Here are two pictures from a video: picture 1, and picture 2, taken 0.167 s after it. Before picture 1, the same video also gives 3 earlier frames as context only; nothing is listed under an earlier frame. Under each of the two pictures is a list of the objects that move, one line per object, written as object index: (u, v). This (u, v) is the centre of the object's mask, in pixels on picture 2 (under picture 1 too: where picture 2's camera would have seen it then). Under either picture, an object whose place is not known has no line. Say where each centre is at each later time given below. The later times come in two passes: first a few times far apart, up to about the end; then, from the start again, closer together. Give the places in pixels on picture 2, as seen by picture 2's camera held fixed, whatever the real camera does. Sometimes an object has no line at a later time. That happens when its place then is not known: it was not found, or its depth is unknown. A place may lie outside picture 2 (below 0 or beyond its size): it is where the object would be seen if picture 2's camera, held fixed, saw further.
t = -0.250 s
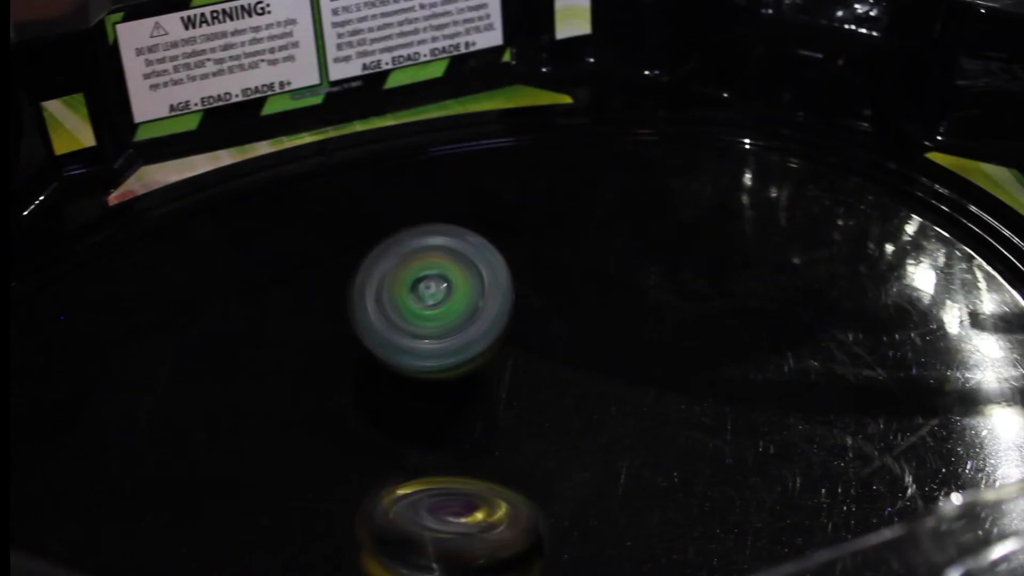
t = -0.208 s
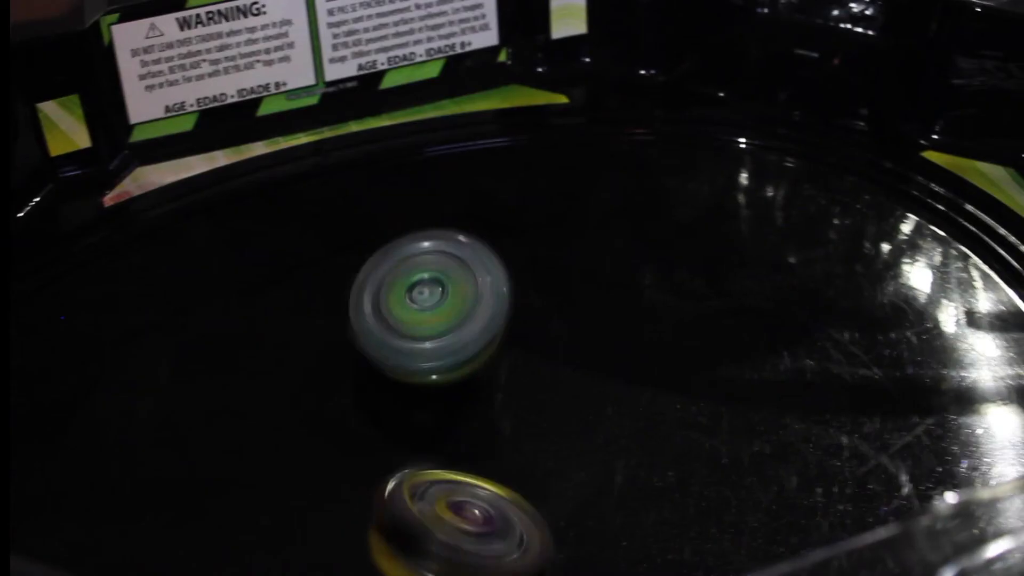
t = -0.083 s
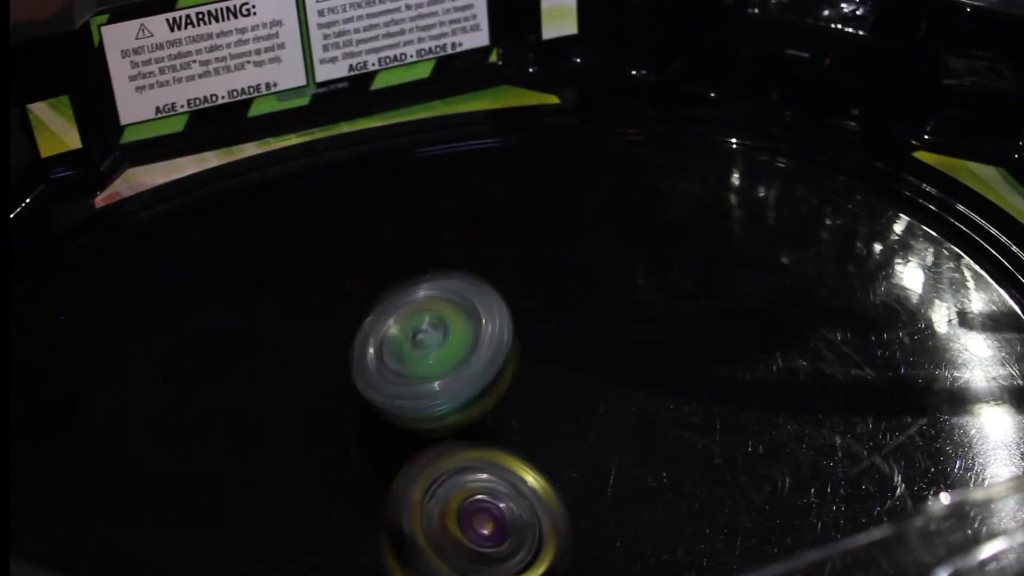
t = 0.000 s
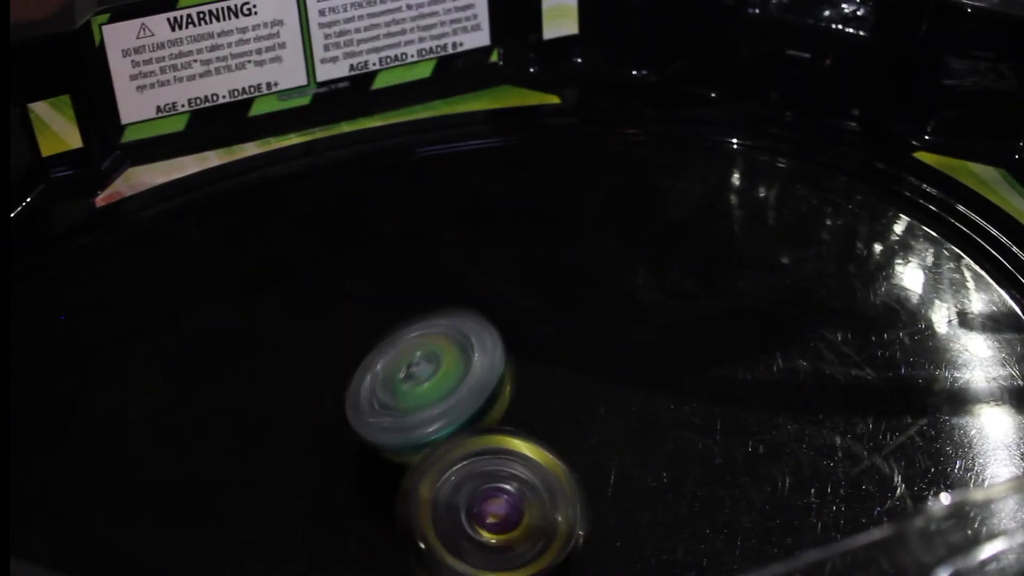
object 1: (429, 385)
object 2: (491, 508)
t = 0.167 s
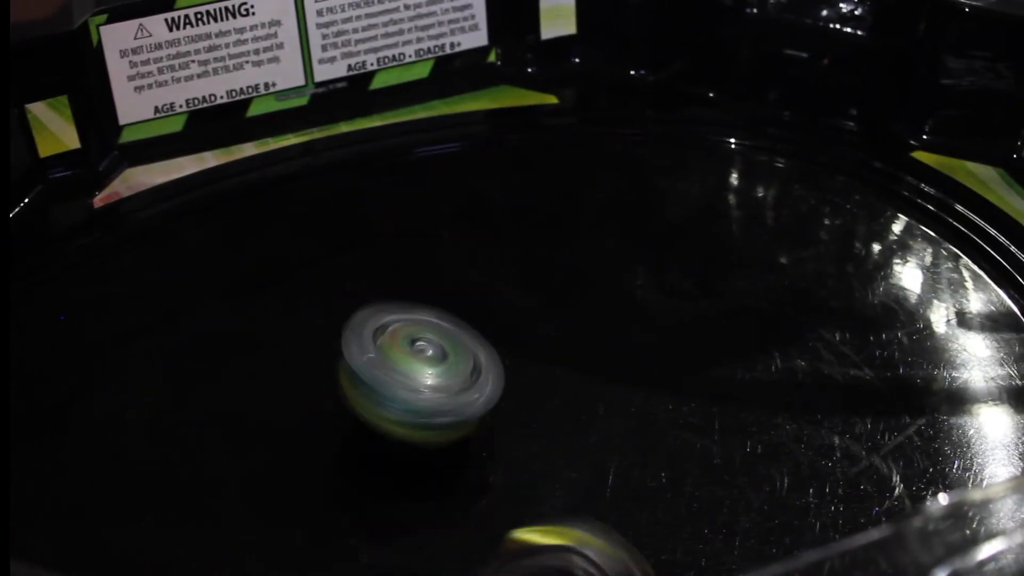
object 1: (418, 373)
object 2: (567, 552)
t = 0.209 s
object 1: (409, 374)
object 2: (574, 554)
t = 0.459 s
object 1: (392, 396)
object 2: (565, 545)
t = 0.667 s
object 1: (372, 437)
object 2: (555, 491)
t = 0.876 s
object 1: (365, 449)
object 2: (536, 391)
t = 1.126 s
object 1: (395, 458)
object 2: (540, 355)
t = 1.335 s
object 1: (401, 485)
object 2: (538, 389)
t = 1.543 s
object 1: (357, 494)
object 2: (516, 401)
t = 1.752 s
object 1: (370, 490)
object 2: (509, 408)
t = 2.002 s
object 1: (392, 486)
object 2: (536, 419)
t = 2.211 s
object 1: (401, 486)
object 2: (552, 427)
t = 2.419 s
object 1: (404, 485)
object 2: (574, 439)
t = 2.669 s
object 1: (403, 486)
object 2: (572, 439)
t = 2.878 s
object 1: (403, 486)
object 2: (571, 440)
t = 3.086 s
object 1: (403, 486)
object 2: (571, 440)
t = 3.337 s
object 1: (403, 486)
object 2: (572, 439)
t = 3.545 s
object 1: (403, 486)
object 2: (572, 439)
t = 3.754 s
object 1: (403, 486)
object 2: (572, 439)
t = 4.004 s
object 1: (403, 486)
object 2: (572, 439)
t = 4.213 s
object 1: (403, 486)
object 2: (572, 439)
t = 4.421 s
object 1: (403, 486)
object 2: (572, 439)
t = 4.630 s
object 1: (403, 486)
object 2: (572, 439)
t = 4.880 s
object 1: (403, 486)
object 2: (572, 439)
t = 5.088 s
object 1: (403, 486)
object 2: (572, 439)
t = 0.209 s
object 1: (409, 374)
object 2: (574, 554)
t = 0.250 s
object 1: (404, 375)
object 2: (608, 558)
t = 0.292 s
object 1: (399, 377)
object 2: (606, 554)
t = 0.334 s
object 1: (394, 380)
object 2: (617, 556)
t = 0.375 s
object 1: (387, 384)
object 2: (590, 561)
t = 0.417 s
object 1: (386, 389)
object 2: (581, 553)
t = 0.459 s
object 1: (392, 396)
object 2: (565, 545)
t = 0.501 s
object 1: (393, 406)
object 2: (560, 539)
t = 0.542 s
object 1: (388, 415)
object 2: (554, 530)
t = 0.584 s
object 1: (385, 423)
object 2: (555, 521)
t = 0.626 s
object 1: (379, 433)
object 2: (553, 507)
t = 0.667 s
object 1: (372, 437)
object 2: (555, 491)
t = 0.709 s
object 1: (368, 444)
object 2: (550, 464)
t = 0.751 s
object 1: (363, 449)
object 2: (550, 446)
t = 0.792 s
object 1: (358, 449)
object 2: (543, 425)
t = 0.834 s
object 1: (358, 448)
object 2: (541, 409)
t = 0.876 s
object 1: (365, 449)
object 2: (536, 391)
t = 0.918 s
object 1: (372, 453)
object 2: (536, 377)
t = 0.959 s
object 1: (369, 455)
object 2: (534, 366)
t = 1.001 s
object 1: (365, 451)
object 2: (532, 358)
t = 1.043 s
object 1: (378, 447)
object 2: (538, 357)
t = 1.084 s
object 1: (389, 450)
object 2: (540, 352)
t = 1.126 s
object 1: (395, 458)
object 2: (540, 355)
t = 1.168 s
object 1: (394, 467)
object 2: (545, 356)
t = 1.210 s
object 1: (392, 470)
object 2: (546, 364)
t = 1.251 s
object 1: (398, 471)
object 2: (550, 369)
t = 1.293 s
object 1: (403, 477)
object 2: (549, 378)
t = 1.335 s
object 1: (401, 485)
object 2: (538, 389)
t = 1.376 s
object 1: (395, 487)
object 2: (528, 394)
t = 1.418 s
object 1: (377, 492)
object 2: (524, 398)
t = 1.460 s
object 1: (364, 493)
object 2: (518, 402)
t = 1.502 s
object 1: (358, 494)
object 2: (514, 400)
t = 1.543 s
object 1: (357, 494)
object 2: (516, 401)
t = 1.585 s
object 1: (359, 493)
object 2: (515, 402)
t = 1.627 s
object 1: (360, 492)
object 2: (513, 402)
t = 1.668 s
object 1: (363, 493)
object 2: (512, 404)
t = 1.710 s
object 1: (366, 493)
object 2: (510, 409)
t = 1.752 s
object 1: (370, 490)
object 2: (509, 408)
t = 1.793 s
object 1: (373, 484)
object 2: (511, 405)
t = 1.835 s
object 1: (373, 484)
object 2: (517, 406)
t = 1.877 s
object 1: (378, 486)
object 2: (521, 408)
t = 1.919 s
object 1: (384, 486)
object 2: (524, 412)
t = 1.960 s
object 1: (386, 485)
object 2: (531, 416)
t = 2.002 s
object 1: (392, 486)
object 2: (536, 419)
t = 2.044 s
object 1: (395, 487)
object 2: (541, 423)
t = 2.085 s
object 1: (396, 486)
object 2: (542, 421)
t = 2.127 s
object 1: (398, 486)
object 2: (546, 423)
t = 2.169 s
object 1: (401, 486)
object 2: (549, 425)
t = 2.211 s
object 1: (401, 486)
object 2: (552, 427)
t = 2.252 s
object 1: (401, 486)
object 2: (556, 429)
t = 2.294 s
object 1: (401, 486)
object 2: (559, 432)
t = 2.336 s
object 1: (403, 485)
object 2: (564, 435)
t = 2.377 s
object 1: (403, 486)
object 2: (569, 437)
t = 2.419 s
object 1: (404, 485)
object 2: (574, 439)
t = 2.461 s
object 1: (405, 485)
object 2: (577, 438)
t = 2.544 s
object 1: (404, 485)
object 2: (575, 439)
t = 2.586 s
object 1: (403, 485)
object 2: (574, 439)
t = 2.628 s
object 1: (403, 486)
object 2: (573, 440)
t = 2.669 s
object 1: (403, 486)
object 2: (572, 439)
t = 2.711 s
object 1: (403, 486)
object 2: (571, 440)
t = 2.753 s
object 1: (403, 486)
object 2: (571, 440)
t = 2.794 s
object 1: (403, 486)
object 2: (571, 440)
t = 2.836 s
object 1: (403, 486)
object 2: (571, 440)
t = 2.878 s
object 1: (403, 486)
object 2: (571, 440)
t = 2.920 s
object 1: (403, 486)
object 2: (571, 440)
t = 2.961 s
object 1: (403, 486)
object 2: (571, 440)
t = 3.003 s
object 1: (403, 486)
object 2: (571, 440)
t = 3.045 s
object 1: (403, 486)
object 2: (571, 440)
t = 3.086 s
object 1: (403, 486)
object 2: (571, 440)
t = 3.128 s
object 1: (403, 486)
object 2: (571, 440)
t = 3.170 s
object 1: (403, 486)
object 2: (571, 440)
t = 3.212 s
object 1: (403, 486)
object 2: (571, 440)
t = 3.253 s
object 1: (403, 486)
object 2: (572, 439)
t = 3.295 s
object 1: (403, 486)
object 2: (572, 440)
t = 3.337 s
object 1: (403, 486)
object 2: (572, 439)
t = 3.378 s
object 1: (403, 486)
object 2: (572, 439)
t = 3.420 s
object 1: (403, 486)
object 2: (571, 439)
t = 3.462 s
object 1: (403, 486)
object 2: (572, 439)
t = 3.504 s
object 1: (403, 486)
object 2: (572, 439)
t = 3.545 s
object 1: (403, 486)
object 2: (572, 439)
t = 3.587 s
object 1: (403, 486)
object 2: (572, 439)
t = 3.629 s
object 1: (403, 486)
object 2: (572, 439)
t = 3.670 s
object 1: (403, 486)
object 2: (572, 439)
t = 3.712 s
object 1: (403, 486)
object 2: (572, 439)
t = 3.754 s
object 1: (403, 486)
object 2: (572, 439)
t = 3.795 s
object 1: (403, 486)
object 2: (572, 439)
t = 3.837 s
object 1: (403, 486)
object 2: (572, 439)
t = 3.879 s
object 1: (403, 486)
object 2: (572, 439)
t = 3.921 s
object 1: (403, 486)
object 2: (572, 439)
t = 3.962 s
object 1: (403, 486)
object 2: (572, 439)
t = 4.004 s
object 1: (403, 486)
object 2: (572, 439)
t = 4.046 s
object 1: (403, 486)
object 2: (572, 439)
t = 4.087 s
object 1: (403, 486)
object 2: (572, 439)
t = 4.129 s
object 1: (403, 486)
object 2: (572, 439)
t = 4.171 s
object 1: (403, 486)
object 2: (572, 439)
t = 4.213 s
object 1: (403, 486)
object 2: (572, 439)
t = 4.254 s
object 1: (403, 486)
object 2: (572, 439)
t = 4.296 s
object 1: (403, 486)
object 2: (572, 439)
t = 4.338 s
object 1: (403, 486)
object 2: (572, 439)
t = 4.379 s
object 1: (403, 486)
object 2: (572, 439)
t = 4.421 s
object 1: (403, 486)
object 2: (572, 439)
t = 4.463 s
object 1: (403, 486)
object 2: (572, 439)
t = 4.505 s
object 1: (403, 486)
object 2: (572, 439)
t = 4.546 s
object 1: (403, 486)
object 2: (572, 439)
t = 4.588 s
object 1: (403, 486)
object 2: (572, 439)
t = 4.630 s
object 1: (403, 486)
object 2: (572, 439)
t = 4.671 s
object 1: (403, 486)
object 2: (572, 439)
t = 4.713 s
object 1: (403, 486)
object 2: (572, 439)
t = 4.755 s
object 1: (403, 486)
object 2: (572, 439)
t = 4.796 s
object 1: (403, 486)
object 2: (572, 439)
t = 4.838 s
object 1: (403, 486)
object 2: (572, 439)
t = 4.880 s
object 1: (403, 486)
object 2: (572, 439)
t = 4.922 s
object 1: (403, 486)
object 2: (572, 439)
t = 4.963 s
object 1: (403, 486)
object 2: (572, 439)
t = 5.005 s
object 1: (403, 486)
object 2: (572, 439)
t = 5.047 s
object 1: (403, 486)
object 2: (572, 439)
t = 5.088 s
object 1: (403, 486)
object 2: (572, 439)
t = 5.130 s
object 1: (403, 486)
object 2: (572, 439)
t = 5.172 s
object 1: (403, 486)
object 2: (572, 439)
